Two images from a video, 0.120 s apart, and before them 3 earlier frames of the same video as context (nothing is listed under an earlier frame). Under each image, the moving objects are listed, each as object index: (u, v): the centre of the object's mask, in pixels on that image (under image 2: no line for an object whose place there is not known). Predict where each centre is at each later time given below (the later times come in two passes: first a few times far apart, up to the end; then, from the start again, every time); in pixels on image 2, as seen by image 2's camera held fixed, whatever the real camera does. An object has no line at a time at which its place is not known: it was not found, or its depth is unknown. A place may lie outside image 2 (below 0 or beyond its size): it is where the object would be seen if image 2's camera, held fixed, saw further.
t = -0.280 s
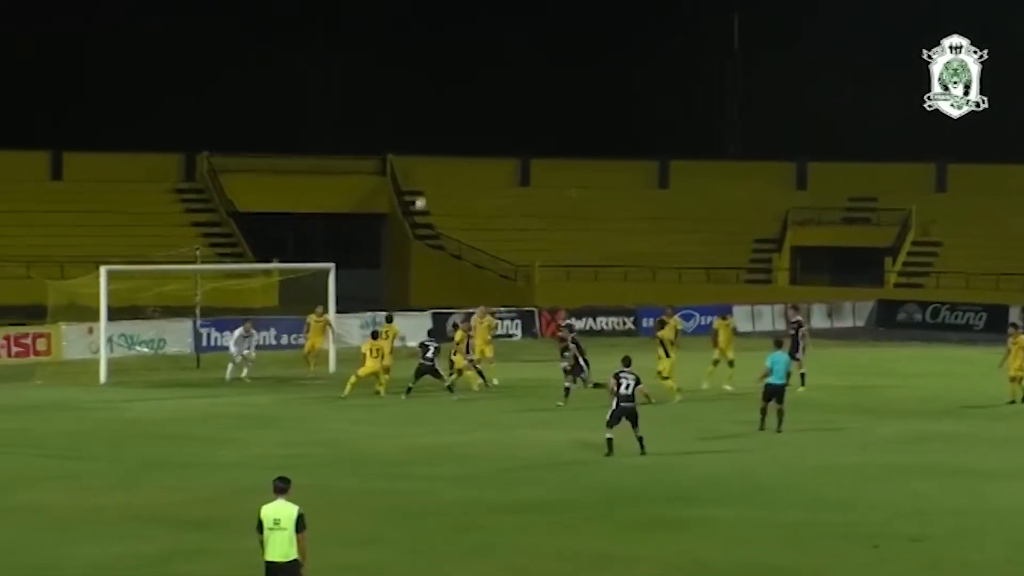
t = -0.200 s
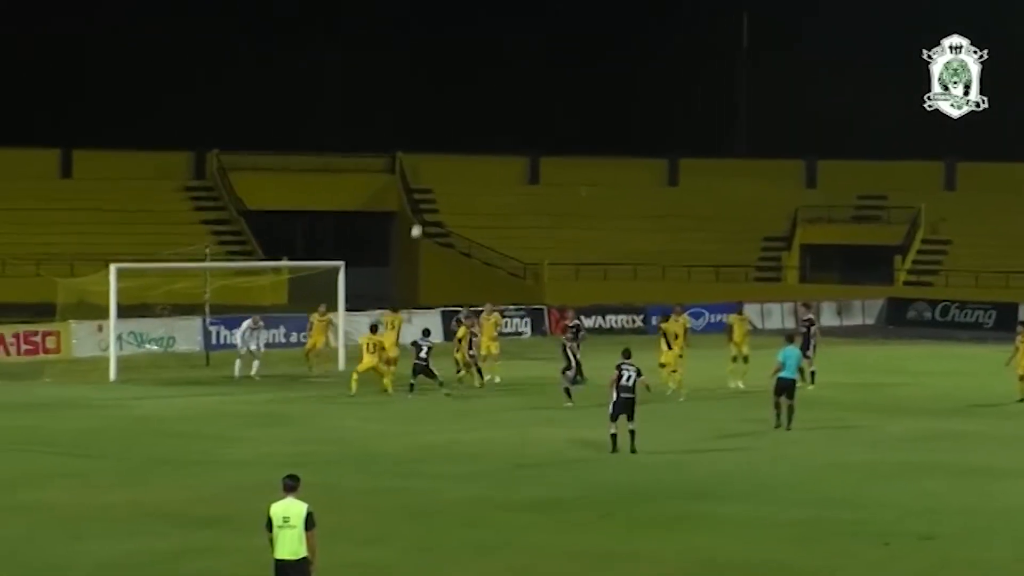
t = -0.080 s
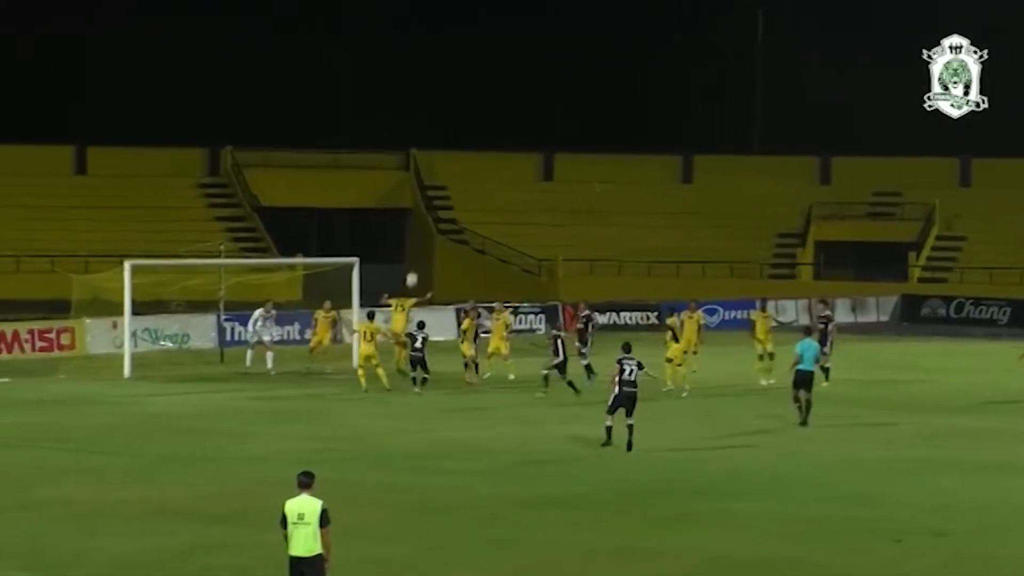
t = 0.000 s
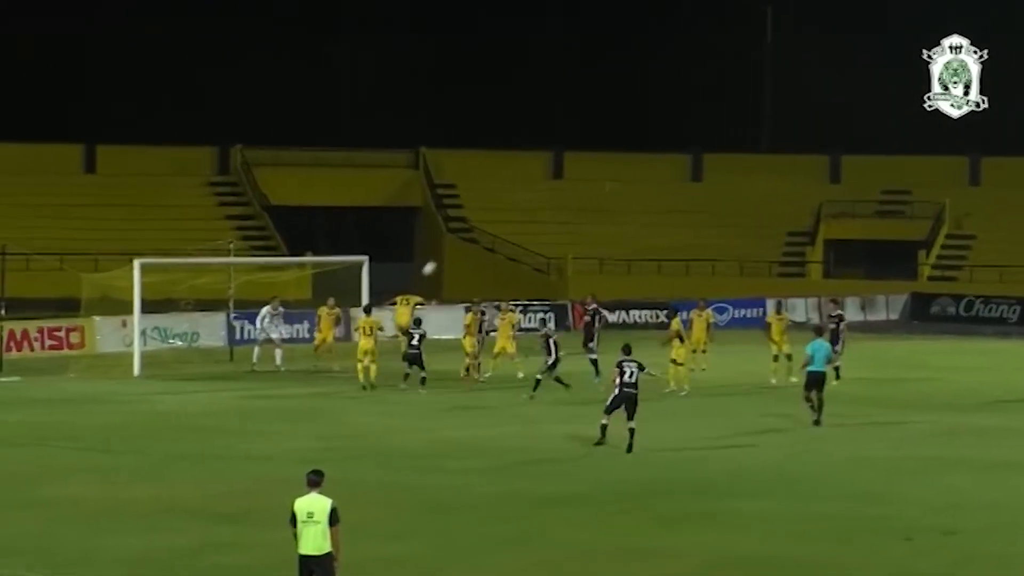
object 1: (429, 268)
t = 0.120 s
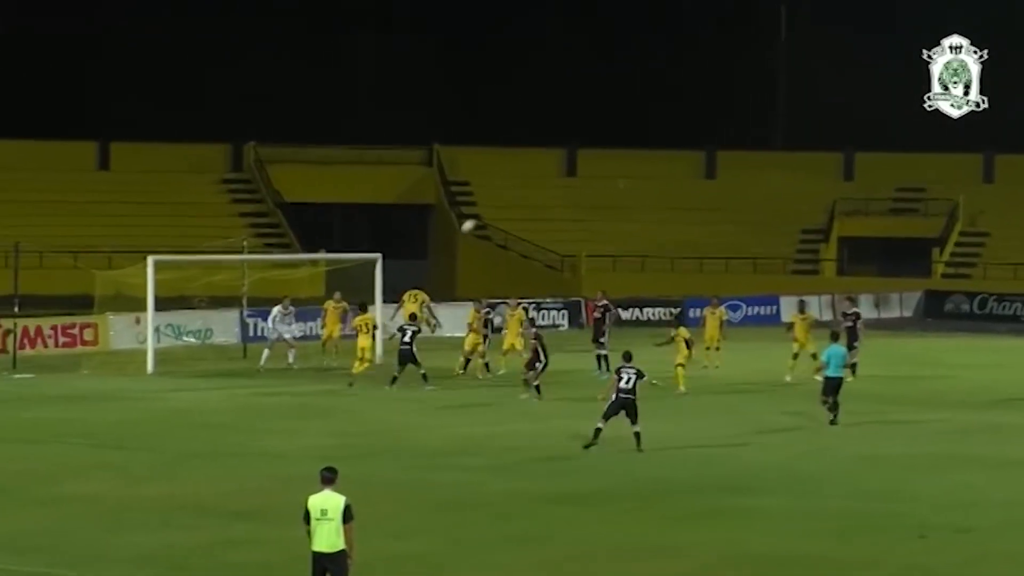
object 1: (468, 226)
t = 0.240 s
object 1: (494, 193)
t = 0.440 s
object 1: (536, 157)
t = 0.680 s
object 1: (585, 139)
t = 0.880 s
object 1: (623, 145)
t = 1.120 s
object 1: (666, 177)
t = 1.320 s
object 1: (699, 224)
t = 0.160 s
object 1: (477, 214)
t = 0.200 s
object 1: (485, 203)
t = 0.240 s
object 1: (494, 193)
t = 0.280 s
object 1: (503, 184)
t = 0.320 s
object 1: (511, 176)
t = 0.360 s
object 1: (520, 169)
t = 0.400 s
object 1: (528, 162)
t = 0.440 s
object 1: (536, 157)
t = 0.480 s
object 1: (544, 152)
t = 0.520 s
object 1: (553, 147)
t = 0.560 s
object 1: (561, 144)
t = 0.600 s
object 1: (569, 142)
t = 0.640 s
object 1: (577, 140)
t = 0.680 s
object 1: (585, 139)
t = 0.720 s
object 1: (592, 139)
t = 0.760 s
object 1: (600, 139)
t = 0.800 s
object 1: (608, 141)
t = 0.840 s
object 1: (616, 143)
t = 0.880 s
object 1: (623, 145)
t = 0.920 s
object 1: (630, 149)
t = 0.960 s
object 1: (638, 153)
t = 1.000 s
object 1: (645, 158)
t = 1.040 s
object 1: (652, 164)
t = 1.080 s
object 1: (659, 170)
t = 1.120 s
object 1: (666, 177)
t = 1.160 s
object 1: (673, 185)
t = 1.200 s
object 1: (680, 194)
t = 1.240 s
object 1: (687, 203)
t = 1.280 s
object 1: (693, 214)
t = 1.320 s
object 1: (699, 224)
